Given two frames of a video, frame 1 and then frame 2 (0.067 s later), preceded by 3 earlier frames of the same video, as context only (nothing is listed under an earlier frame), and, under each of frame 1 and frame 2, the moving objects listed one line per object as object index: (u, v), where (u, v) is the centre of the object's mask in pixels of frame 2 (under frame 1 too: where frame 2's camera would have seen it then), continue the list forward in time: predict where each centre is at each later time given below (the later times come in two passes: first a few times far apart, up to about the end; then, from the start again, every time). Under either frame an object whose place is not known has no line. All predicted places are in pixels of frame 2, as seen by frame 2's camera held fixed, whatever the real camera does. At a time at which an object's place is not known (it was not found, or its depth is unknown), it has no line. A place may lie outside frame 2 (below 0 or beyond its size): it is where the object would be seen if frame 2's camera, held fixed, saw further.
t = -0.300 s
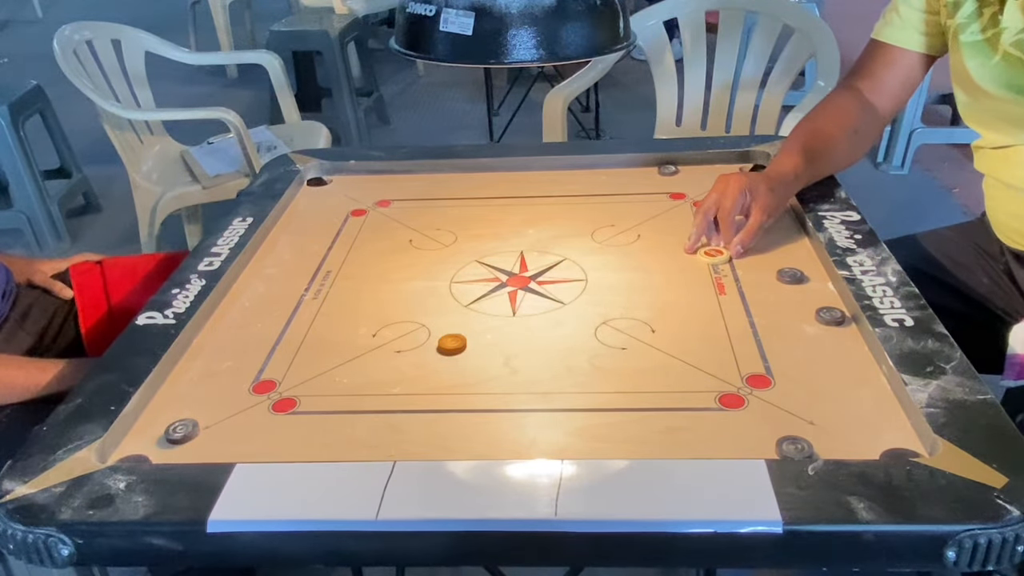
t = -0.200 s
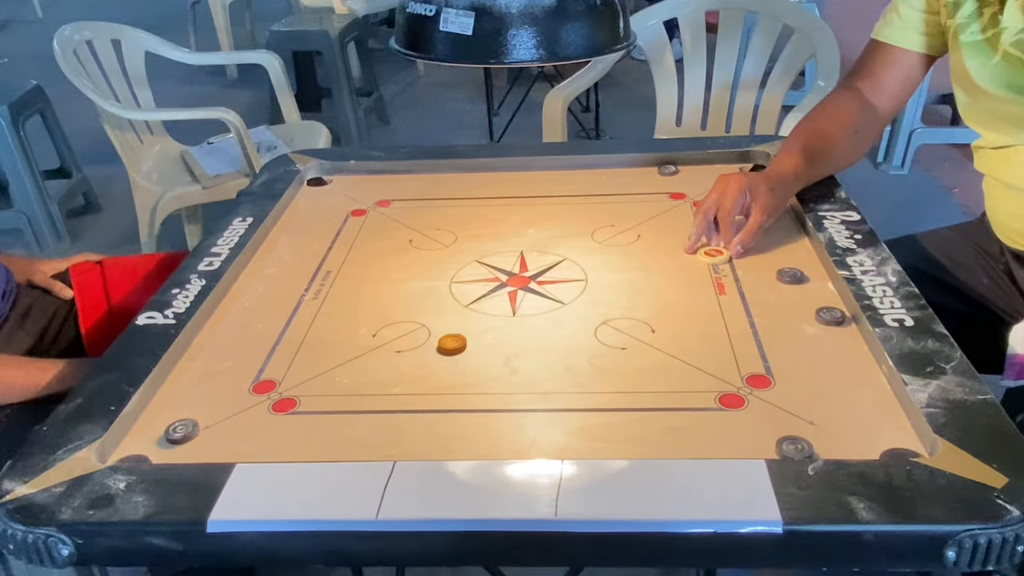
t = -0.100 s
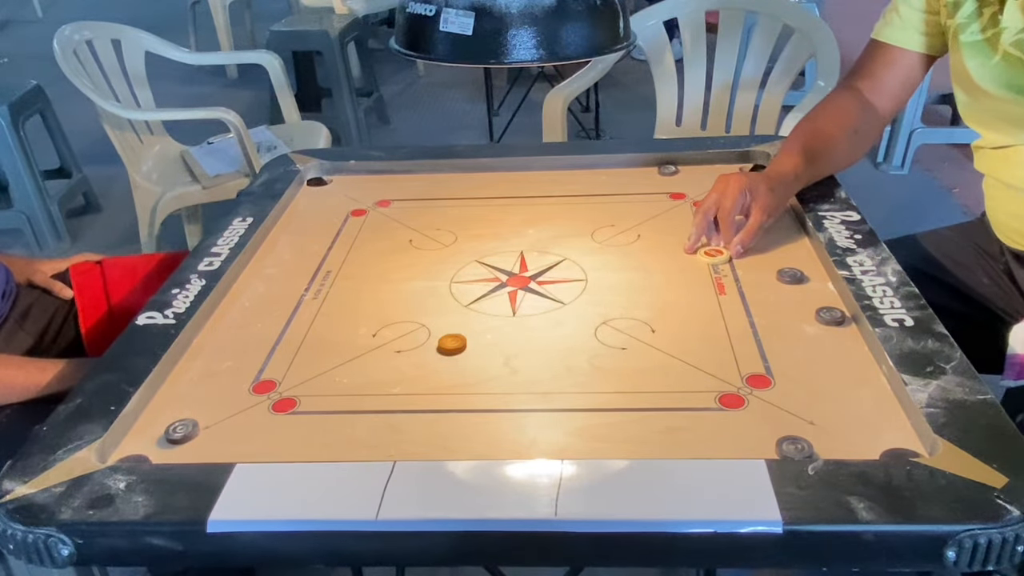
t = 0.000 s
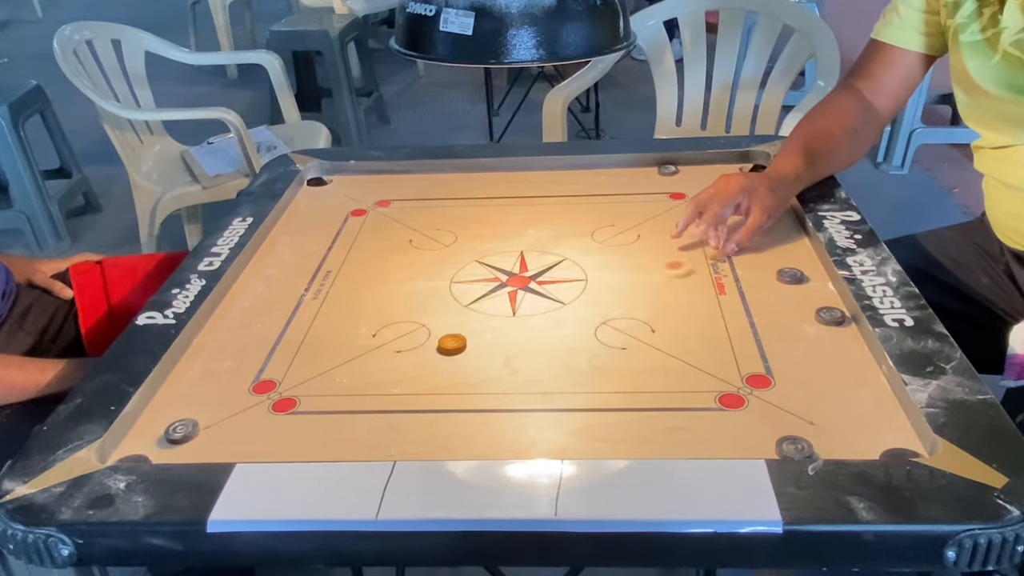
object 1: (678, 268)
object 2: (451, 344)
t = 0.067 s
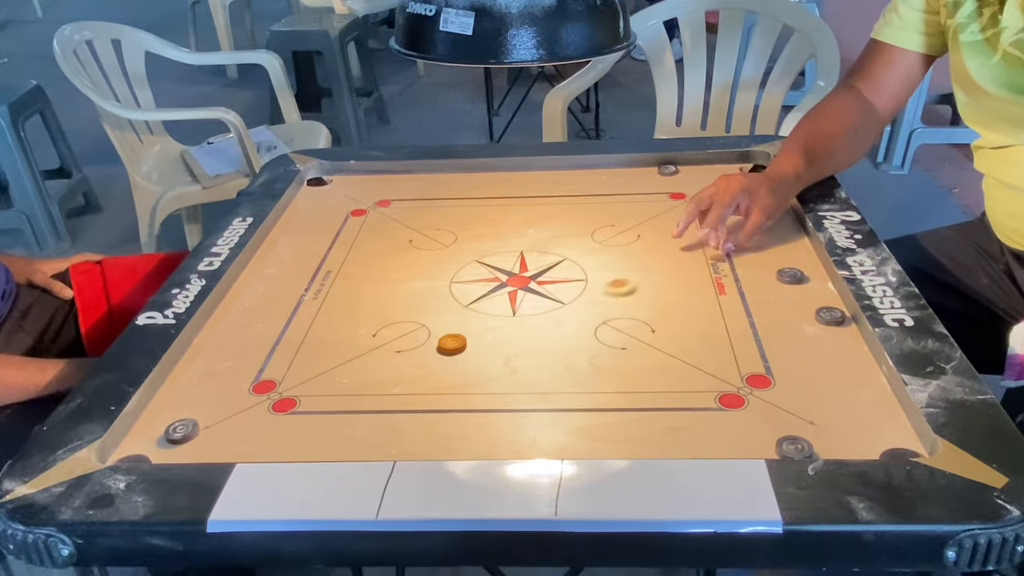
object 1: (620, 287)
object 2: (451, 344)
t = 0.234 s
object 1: (480, 330)
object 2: (452, 344)
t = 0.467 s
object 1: (391, 348)
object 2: (233, 445)
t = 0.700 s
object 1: (368, 351)
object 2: (138, 442)
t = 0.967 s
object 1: (368, 350)
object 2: (145, 439)
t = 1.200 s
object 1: (368, 350)
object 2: (145, 439)
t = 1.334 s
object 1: (367, 350)
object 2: (145, 438)
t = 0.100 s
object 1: (591, 296)
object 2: (452, 344)
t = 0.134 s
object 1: (562, 304)
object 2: (452, 344)
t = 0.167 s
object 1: (535, 314)
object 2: (452, 344)
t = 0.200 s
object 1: (507, 322)
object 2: (452, 344)
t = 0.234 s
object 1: (480, 330)
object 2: (452, 344)
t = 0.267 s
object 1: (462, 334)
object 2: (423, 357)
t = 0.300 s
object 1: (447, 337)
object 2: (392, 372)
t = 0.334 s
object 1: (433, 340)
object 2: (360, 386)
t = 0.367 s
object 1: (421, 342)
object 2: (327, 401)
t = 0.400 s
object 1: (410, 345)
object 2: (296, 417)
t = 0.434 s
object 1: (401, 346)
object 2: (264, 430)
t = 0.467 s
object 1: (391, 348)
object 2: (233, 445)
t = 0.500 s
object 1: (384, 349)
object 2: (205, 454)
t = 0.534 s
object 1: (378, 350)
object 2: (178, 459)
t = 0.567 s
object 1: (374, 351)
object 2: (169, 455)
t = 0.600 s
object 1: (371, 351)
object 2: (161, 450)
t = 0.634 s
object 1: (369, 351)
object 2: (152, 448)
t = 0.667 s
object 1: (368, 350)
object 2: (144, 445)
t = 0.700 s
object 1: (368, 351)
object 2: (138, 442)
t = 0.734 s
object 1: (368, 351)
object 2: (137, 441)
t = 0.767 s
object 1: (368, 351)
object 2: (143, 439)
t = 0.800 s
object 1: (368, 351)
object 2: (145, 438)
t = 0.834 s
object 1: (368, 350)
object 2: (145, 438)
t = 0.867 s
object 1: (368, 350)
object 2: (145, 439)
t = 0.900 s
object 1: (368, 350)
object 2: (145, 439)
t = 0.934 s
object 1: (368, 350)
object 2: (145, 439)
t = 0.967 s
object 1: (368, 350)
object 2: (145, 439)
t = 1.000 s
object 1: (368, 350)
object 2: (145, 439)
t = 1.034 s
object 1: (368, 350)
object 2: (145, 439)
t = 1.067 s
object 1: (368, 350)
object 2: (145, 439)
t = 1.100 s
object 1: (368, 350)
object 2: (145, 439)
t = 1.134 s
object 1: (367, 351)
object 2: (145, 439)
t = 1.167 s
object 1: (368, 350)
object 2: (145, 439)
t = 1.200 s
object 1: (368, 350)
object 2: (145, 439)
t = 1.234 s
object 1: (368, 350)
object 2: (145, 439)
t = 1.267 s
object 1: (368, 350)
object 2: (145, 439)
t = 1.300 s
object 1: (368, 350)
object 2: (145, 439)
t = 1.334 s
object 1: (367, 350)
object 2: (145, 438)
